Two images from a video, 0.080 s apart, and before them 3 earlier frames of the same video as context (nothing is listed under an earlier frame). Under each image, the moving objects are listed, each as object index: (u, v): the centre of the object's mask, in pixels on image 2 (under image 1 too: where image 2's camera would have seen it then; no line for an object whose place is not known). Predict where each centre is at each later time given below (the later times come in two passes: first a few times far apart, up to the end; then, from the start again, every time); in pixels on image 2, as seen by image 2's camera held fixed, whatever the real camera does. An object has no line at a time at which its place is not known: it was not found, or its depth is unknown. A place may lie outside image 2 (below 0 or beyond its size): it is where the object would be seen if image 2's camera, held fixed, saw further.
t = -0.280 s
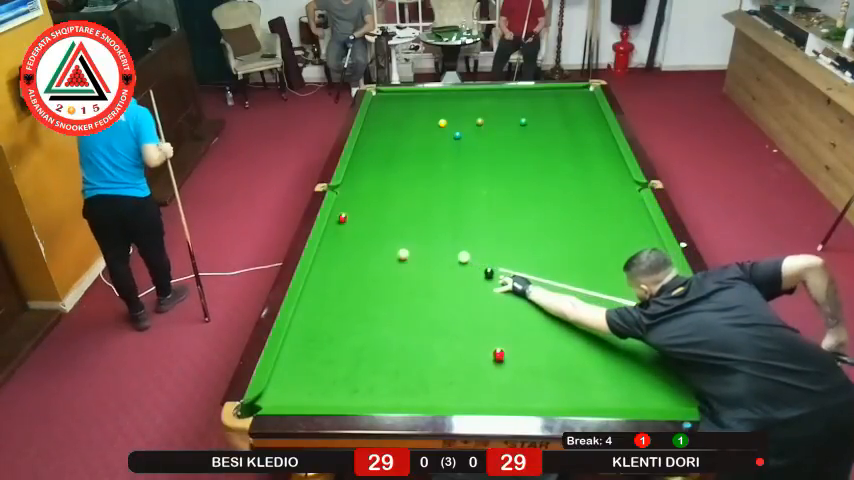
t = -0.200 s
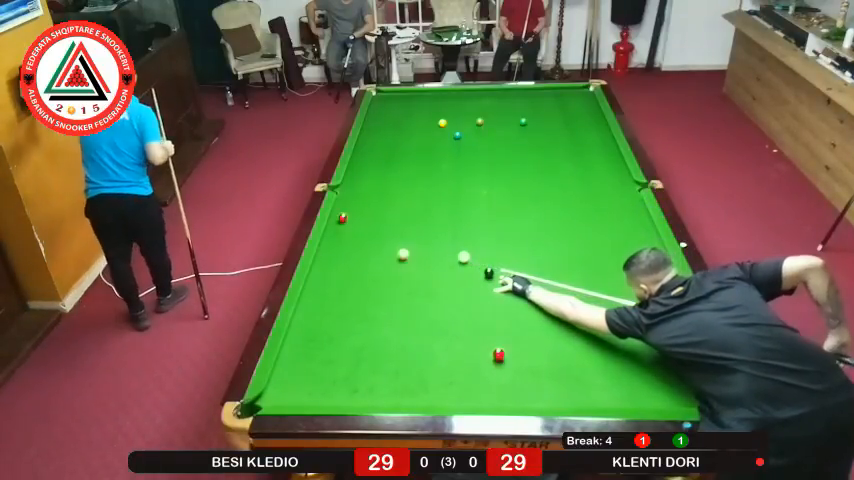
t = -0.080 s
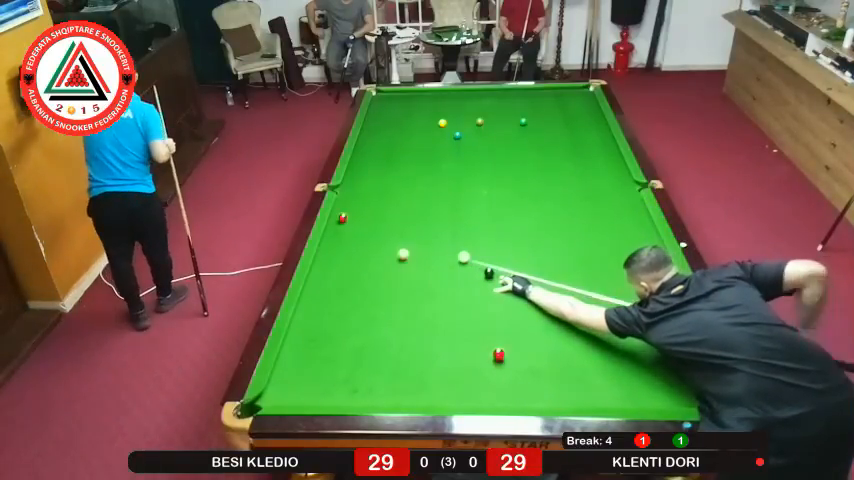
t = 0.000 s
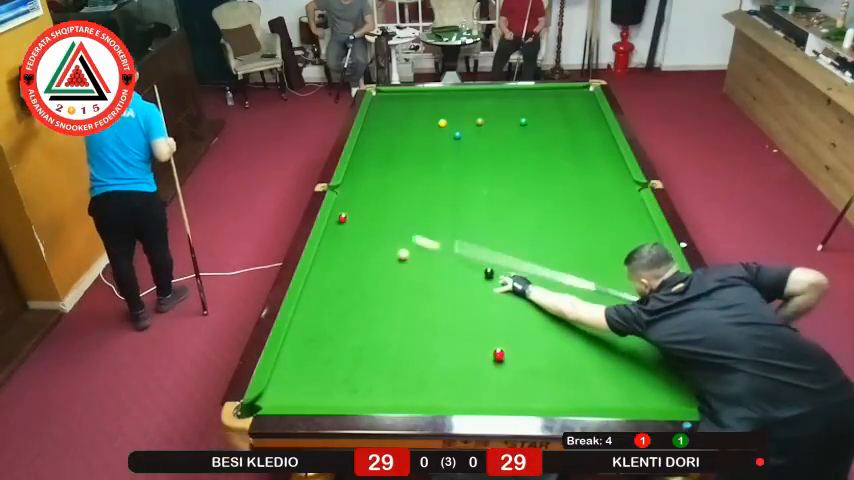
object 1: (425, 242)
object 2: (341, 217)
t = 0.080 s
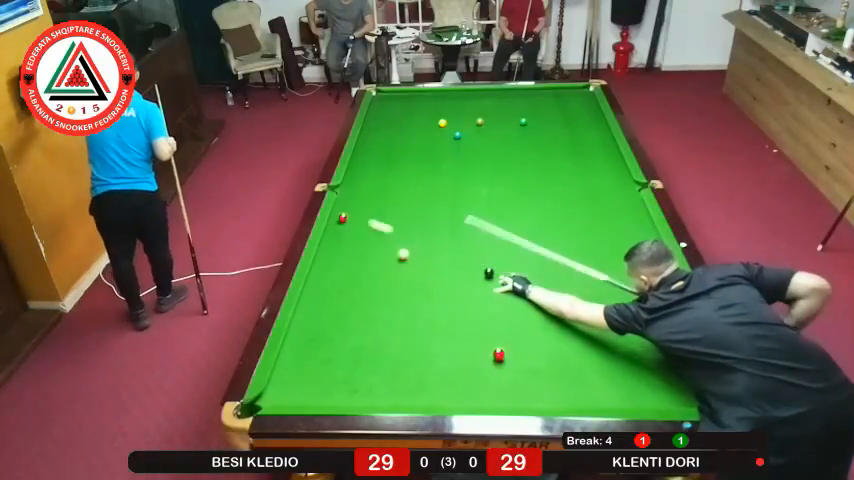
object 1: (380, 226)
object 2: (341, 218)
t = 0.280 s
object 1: (355, 193)
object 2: (379, 216)
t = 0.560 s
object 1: (367, 164)
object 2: (472, 214)
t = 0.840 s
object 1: (381, 144)
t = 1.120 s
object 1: (394, 126)
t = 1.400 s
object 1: (405, 112)
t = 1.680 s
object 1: (414, 98)
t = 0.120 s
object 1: (359, 218)
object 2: (341, 217)
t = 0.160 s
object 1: (352, 212)
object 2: (335, 218)
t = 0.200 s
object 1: (353, 205)
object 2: (348, 217)
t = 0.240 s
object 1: (354, 198)
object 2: (364, 216)
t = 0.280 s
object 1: (355, 193)
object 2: (379, 216)
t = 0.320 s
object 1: (356, 188)
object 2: (393, 216)
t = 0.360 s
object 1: (358, 183)
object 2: (407, 216)
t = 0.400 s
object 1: (359, 178)
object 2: (421, 215)
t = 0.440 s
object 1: (361, 174)
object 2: (434, 215)
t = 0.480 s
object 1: (363, 170)
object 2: (447, 215)
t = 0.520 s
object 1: (365, 167)
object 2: (461, 214)
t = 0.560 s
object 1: (367, 164)
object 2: (472, 214)
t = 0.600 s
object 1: (369, 161)
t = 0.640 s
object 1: (371, 158)
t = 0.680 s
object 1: (373, 155)
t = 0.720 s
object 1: (375, 152)
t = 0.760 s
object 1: (377, 149)
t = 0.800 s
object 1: (379, 146)
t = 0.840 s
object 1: (381, 144)
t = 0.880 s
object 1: (383, 141)
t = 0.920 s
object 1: (385, 138)
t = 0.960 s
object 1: (387, 136)
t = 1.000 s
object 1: (389, 133)
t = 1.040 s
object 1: (390, 131)
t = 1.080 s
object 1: (392, 129)
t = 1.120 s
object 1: (394, 126)
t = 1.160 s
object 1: (395, 124)
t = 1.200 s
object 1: (397, 122)
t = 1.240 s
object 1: (399, 120)
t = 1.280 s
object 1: (400, 118)
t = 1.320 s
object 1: (402, 115)
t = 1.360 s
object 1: (403, 113)
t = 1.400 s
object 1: (405, 112)
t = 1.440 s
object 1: (406, 109)
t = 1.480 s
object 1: (408, 107)
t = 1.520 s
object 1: (409, 105)
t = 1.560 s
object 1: (410, 103)
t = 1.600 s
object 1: (412, 102)
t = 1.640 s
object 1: (413, 100)
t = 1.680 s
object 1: (414, 98)
